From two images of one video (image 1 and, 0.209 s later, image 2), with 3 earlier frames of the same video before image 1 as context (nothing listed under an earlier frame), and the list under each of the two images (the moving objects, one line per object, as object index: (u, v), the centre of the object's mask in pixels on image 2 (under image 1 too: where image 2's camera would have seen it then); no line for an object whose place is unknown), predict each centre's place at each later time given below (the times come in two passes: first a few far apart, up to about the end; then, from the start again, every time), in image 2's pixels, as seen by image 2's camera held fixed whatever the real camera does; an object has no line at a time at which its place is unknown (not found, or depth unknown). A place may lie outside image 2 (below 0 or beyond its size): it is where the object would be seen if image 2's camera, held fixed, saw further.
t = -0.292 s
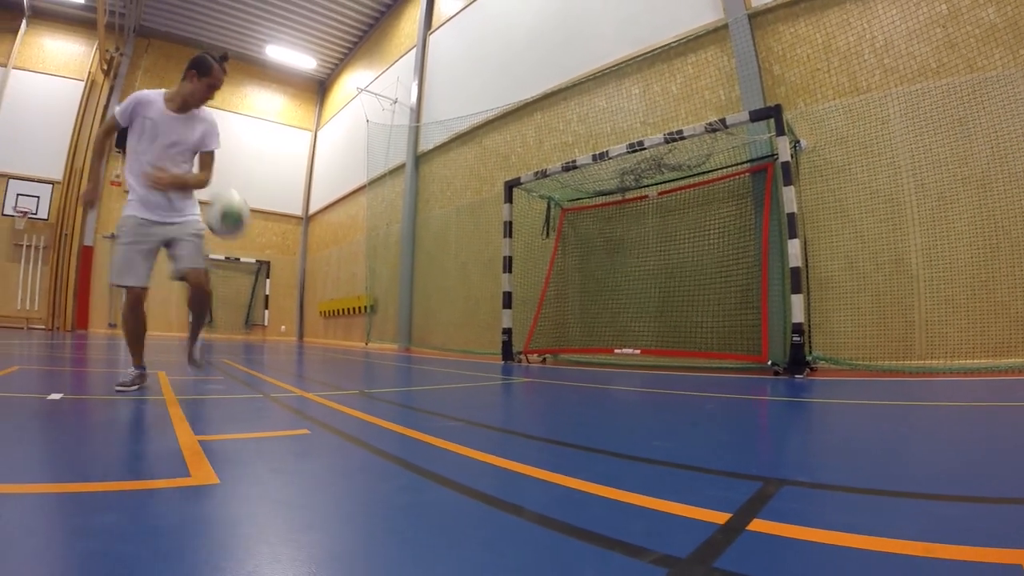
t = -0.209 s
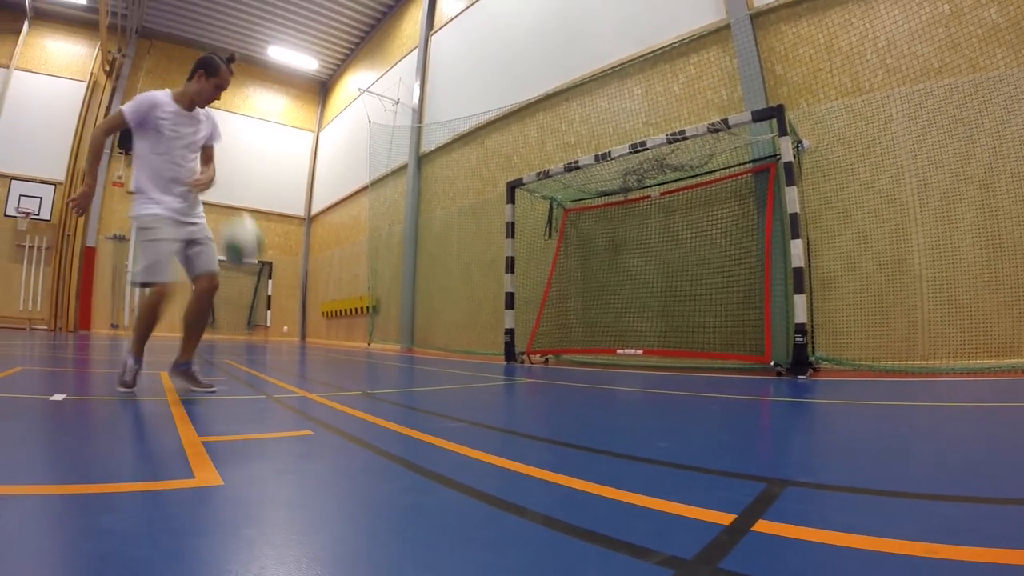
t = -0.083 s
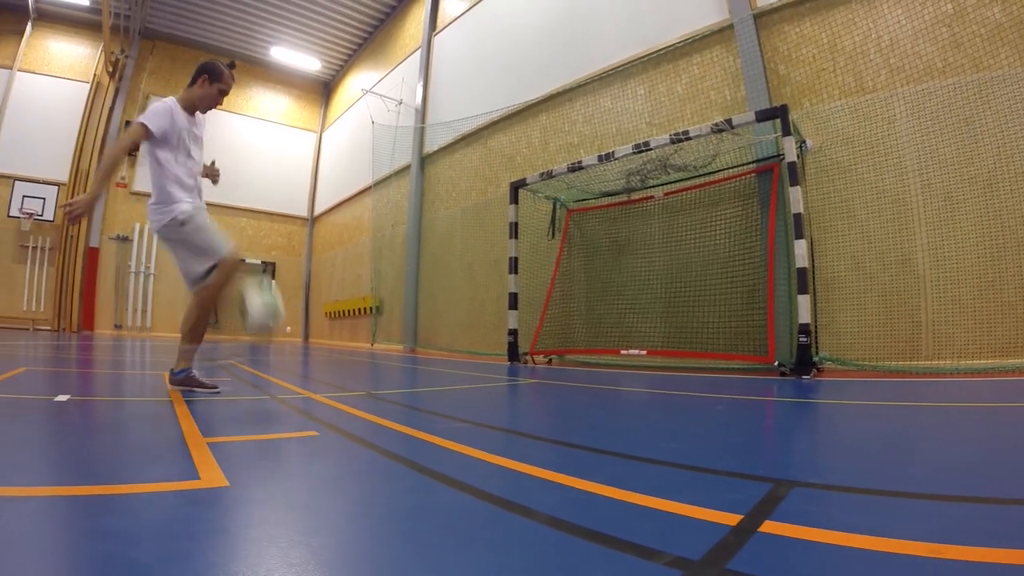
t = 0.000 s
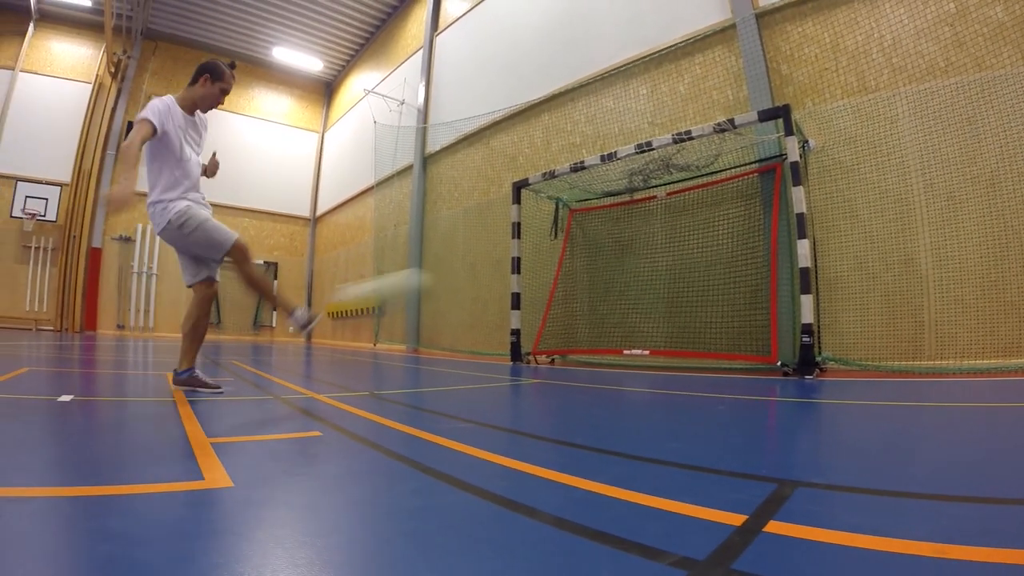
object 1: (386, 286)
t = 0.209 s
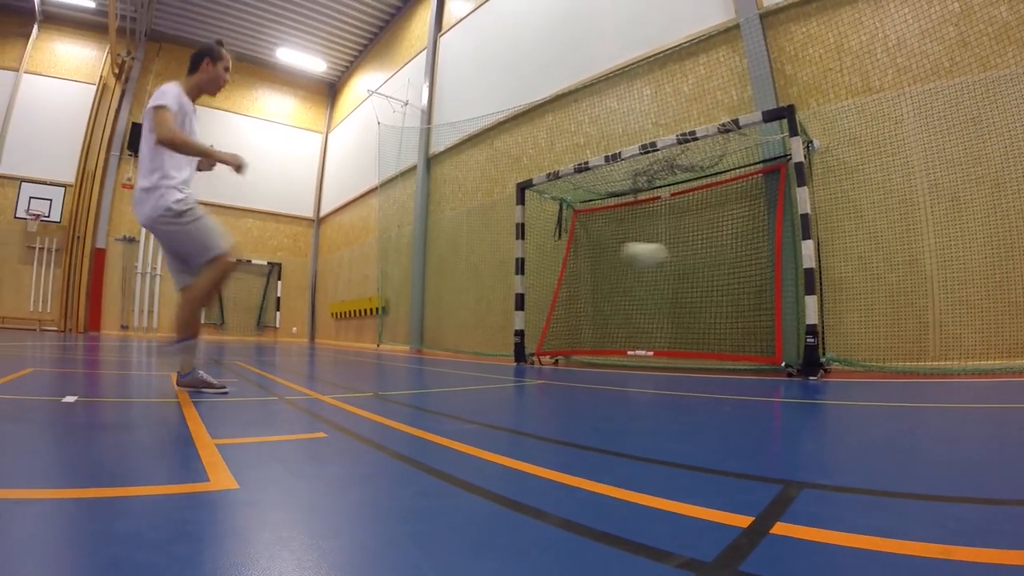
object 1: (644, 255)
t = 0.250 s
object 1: (672, 255)
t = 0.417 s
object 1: (698, 233)
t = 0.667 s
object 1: (635, 176)
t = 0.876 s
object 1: (557, 174)
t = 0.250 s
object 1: (672, 255)
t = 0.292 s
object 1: (696, 259)
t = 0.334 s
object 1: (708, 257)
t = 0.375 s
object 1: (705, 247)
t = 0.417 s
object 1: (698, 233)
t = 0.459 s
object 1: (689, 221)
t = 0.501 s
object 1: (678, 209)
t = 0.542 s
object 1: (668, 199)
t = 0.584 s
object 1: (657, 189)
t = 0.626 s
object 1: (647, 181)
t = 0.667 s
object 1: (635, 176)
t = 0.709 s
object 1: (622, 170)
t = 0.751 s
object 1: (609, 168)
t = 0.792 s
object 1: (595, 167)
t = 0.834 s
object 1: (577, 169)
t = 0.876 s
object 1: (557, 174)
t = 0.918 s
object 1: (539, 181)
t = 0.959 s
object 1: (517, 192)
